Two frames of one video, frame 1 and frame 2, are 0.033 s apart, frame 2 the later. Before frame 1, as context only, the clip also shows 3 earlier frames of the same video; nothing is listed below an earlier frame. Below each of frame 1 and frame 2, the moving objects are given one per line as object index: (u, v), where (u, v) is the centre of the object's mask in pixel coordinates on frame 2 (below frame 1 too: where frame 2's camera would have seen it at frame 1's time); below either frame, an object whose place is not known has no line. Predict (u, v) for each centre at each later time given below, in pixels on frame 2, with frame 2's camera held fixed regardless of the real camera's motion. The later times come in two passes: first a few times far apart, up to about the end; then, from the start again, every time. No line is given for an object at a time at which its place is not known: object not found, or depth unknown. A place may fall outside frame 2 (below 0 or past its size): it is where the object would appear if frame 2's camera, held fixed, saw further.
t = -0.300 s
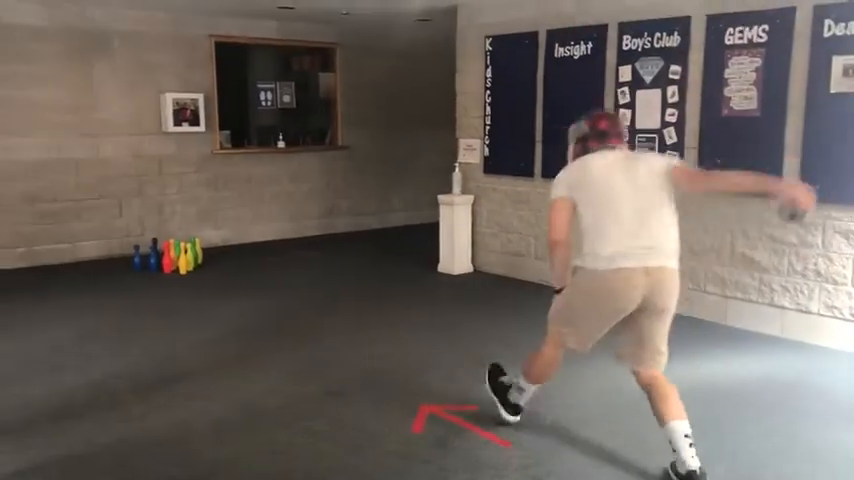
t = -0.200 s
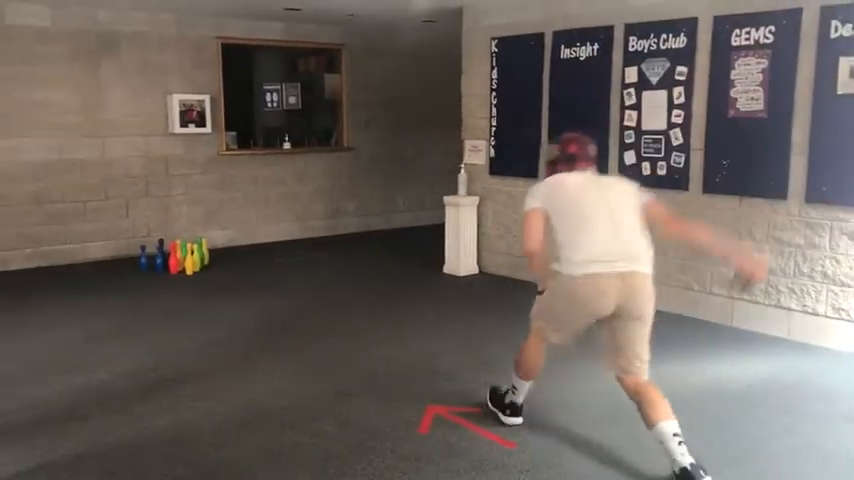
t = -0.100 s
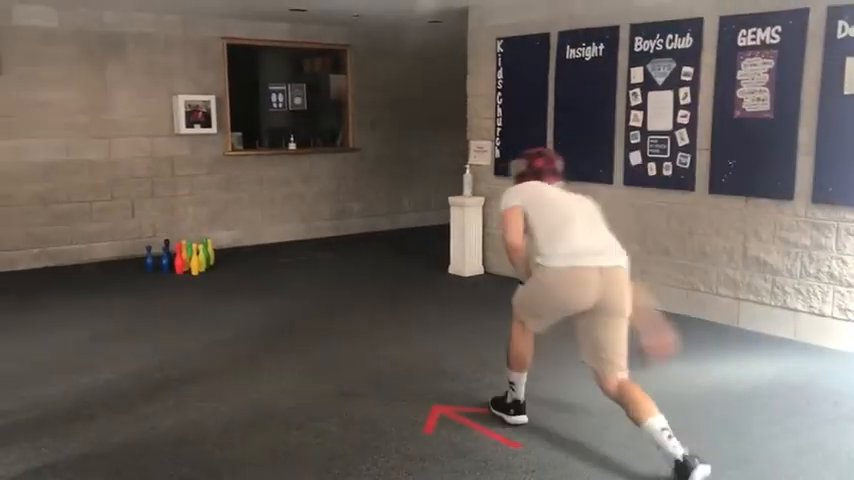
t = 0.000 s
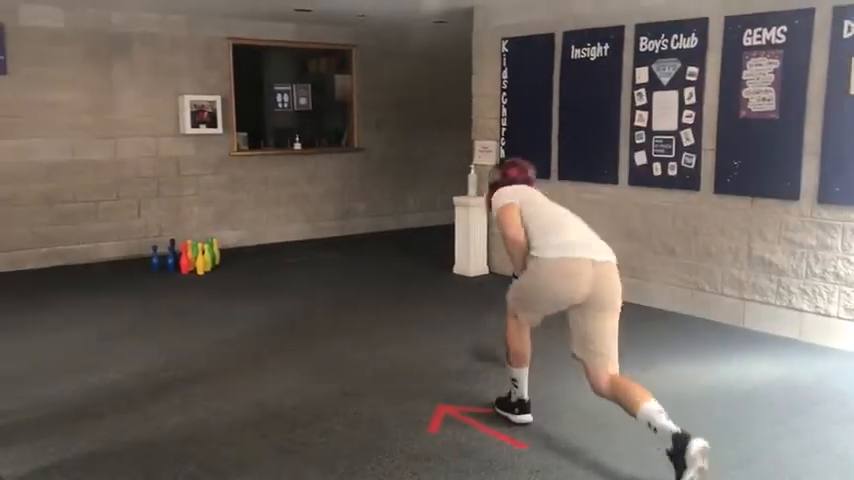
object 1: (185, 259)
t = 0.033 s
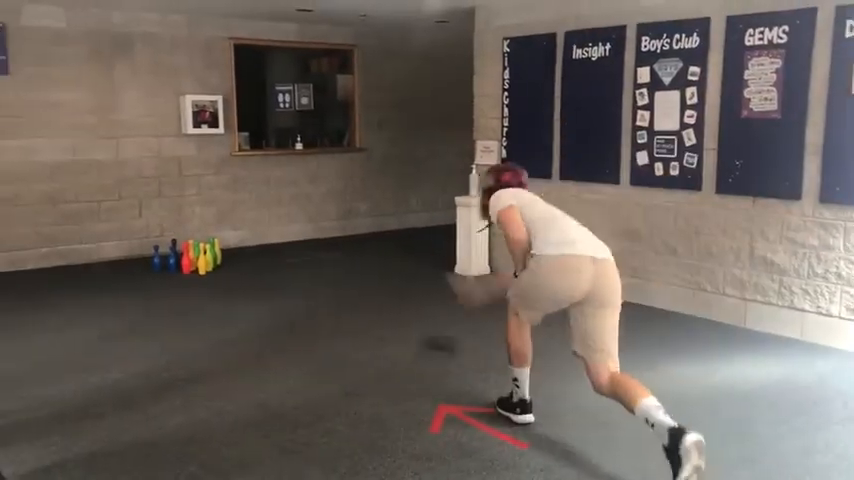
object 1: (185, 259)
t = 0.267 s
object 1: (186, 258)
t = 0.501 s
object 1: (187, 259)
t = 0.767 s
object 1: (205, 268)
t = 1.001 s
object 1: (214, 269)
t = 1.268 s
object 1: (215, 270)
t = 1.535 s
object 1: (215, 271)
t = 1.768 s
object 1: (216, 272)
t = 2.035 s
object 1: (215, 272)
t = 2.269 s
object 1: (216, 272)
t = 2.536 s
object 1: (216, 272)
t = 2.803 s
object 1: (216, 272)
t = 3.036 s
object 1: (216, 272)
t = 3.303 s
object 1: (216, 272)
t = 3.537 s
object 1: (217, 272)
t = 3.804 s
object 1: (216, 272)
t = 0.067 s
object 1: (185, 259)
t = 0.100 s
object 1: (186, 259)
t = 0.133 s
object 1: (186, 259)
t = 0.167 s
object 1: (186, 259)
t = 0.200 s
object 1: (186, 259)
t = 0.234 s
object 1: (186, 259)
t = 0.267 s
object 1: (186, 258)
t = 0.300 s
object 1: (186, 259)
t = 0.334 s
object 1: (186, 259)
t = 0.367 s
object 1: (186, 258)
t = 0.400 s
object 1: (186, 258)
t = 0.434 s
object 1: (186, 259)
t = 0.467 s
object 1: (186, 260)
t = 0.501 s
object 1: (187, 259)
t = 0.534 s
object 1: (189, 260)
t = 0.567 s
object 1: (191, 261)
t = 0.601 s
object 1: (192, 261)
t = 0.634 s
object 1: (194, 263)
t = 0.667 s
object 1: (195, 266)
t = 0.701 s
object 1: (196, 268)
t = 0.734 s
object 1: (203, 269)
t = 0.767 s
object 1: (205, 268)
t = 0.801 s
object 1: (206, 266)
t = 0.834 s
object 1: (208, 266)
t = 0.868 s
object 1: (210, 266)
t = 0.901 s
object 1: (212, 267)
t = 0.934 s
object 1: (213, 268)
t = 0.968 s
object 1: (214, 270)
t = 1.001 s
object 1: (214, 269)
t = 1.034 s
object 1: (214, 269)
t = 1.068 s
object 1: (215, 269)
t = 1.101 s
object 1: (214, 269)
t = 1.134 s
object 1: (214, 270)
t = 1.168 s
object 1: (214, 270)
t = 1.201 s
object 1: (215, 270)
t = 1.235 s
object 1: (215, 270)
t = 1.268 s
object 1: (215, 270)
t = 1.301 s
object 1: (215, 270)
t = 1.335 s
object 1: (215, 271)
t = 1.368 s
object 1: (215, 271)
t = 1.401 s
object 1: (215, 271)
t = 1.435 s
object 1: (215, 271)
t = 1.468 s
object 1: (215, 271)
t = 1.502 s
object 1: (216, 271)
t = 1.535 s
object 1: (215, 271)
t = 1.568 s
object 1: (215, 271)
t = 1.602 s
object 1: (215, 271)
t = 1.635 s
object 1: (216, 271)
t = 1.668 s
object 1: (215, 271)
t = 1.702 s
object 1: (215, 271)
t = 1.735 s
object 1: (216, 271)
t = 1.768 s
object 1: (216, 272)
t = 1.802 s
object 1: (215, 272)
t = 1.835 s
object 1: (216, 272)
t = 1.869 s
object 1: (216, 272)
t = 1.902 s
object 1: (215, 272)
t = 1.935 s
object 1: (216, 272)
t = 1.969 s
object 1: (215, 272)
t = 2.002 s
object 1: (216, 272)
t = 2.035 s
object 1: (215, 272)
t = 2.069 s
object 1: (215, 272)
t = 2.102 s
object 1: (215, 272)
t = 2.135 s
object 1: (216, 272)
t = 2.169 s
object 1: (215, 272)
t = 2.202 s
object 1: (216, 272)
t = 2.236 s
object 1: (216, 272)
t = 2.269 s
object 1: (216, 272)
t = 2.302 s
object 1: (215, 272)
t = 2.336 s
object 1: (215, 272)
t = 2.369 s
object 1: (215, 272)
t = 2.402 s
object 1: (216, 272)
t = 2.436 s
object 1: (215, 272)
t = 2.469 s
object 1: (216, 272)
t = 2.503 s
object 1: (215, 272)
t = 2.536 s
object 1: (216, 272)
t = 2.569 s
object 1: (216, 272)
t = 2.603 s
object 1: (216, 272)
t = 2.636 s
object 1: (215, 272)
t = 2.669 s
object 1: (215, 272)
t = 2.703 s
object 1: (216, 272)
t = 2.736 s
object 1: (216, 272)
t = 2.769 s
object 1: (216, 272)
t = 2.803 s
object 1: (216, 272)
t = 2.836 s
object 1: (216, 272)
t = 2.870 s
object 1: (216, 272)
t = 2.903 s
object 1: (215, 272)
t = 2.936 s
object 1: (216, 272)
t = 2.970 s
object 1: (216, 272)
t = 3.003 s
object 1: (216, 272)
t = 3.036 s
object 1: (216, 272)
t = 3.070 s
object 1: (216, 272)
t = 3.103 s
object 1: (216, 272)
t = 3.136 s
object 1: (216, 272)
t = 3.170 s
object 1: (216, 272)
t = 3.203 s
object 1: (216, 272)
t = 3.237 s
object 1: (216, 272)
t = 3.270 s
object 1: (216, 272)
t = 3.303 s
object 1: (216, 272)
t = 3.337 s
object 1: (216, 272)
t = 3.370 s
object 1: (216, 272)
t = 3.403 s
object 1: (216, 272)
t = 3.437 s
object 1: (216, 272)
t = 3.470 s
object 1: (216, 272)
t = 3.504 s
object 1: (216, 272)
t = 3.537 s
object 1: (217, 272)
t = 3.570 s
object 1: (216, 272)
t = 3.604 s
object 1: (216, 272)
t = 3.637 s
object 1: (217, 272)
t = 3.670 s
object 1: (217, 272)
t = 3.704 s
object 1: (216, 272)
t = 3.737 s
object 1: (217, 272)
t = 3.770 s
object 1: (216, 272)
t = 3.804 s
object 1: (216, 272)
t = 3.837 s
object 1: (216, 272)
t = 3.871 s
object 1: (216, 272)
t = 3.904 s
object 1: (216, 272)
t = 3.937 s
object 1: (216, 272)
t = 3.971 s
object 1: (217, 272)
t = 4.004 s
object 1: (217, 272)
